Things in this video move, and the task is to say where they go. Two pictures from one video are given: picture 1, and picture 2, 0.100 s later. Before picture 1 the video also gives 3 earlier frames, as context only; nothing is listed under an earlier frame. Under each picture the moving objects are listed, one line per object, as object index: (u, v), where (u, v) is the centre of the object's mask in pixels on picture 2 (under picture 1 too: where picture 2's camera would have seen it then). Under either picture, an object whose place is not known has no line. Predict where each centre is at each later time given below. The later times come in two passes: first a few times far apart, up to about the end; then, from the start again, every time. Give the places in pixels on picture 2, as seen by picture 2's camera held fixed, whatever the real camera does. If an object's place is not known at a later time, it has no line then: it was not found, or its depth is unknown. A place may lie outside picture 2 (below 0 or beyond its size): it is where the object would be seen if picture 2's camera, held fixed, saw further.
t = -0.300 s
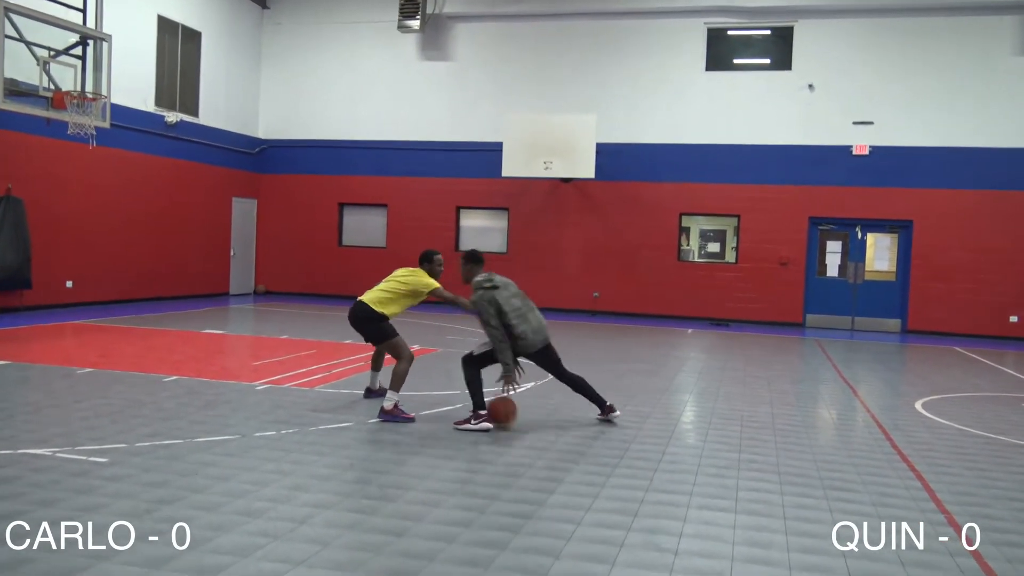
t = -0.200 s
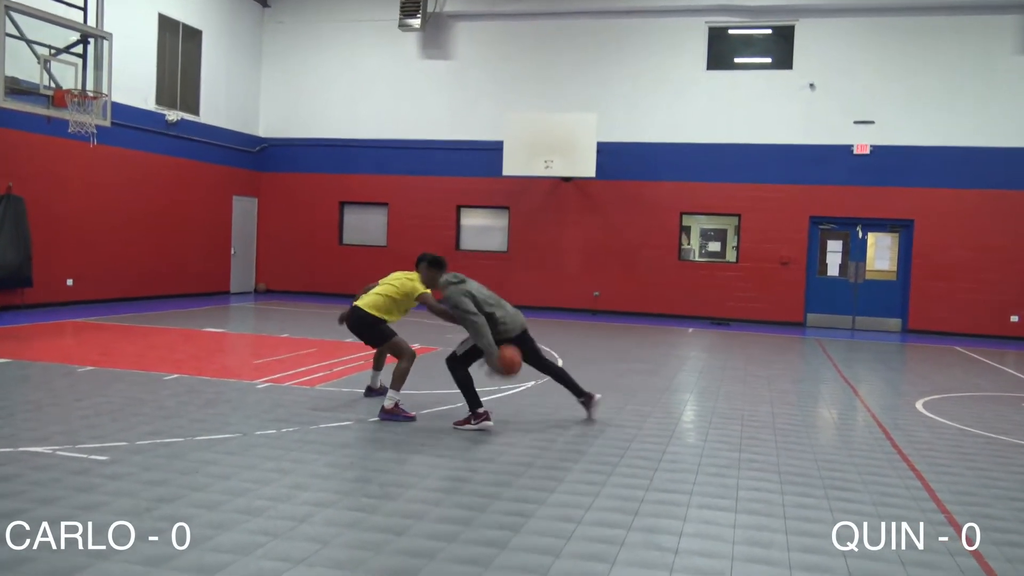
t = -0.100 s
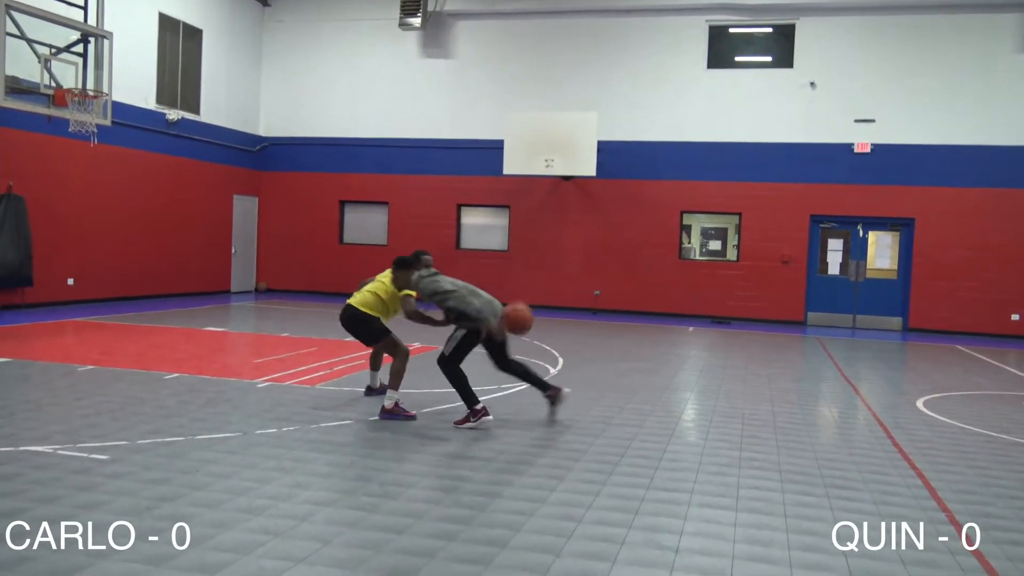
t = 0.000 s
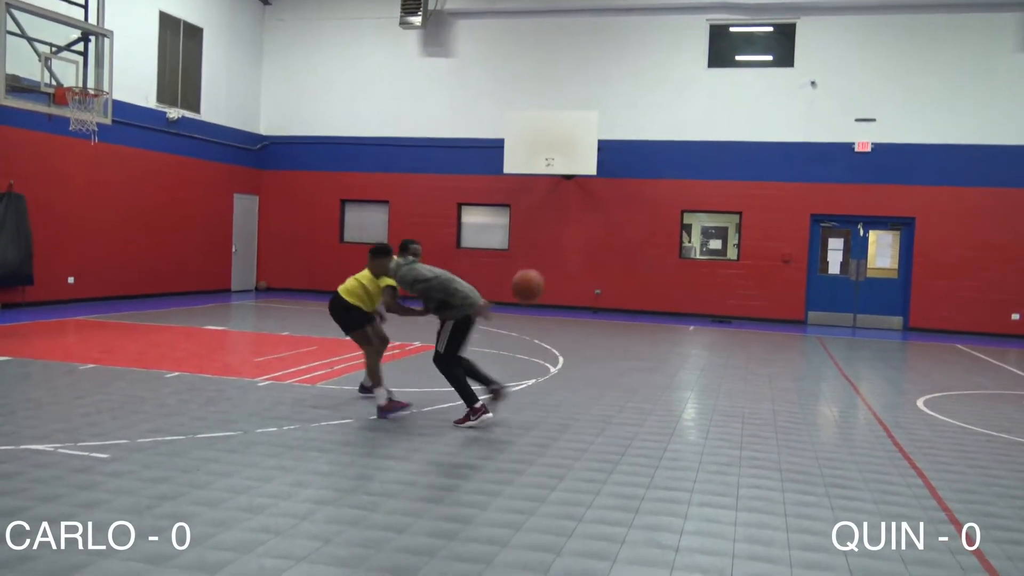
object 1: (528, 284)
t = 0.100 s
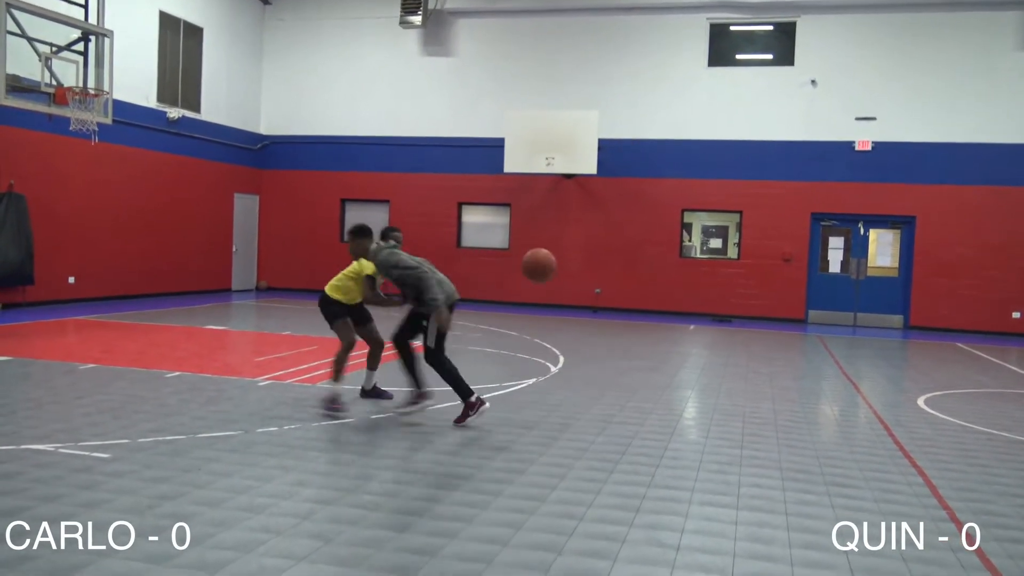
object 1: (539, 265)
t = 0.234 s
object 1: (552, 259)
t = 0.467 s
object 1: (575, 313)
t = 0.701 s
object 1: (597, 455)
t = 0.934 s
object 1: (593, 363)
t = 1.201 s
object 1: (581, 363)
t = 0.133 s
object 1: (542, 261)
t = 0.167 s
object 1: (546, 259)
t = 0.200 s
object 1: (549, 258)
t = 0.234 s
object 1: (552, 259)
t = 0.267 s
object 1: (556, 261)
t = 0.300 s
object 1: (559, 266)
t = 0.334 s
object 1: (562, 271)
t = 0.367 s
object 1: (566, 279)
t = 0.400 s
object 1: (569, 289)
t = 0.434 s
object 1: (573, 299)
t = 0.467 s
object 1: (575, 313)
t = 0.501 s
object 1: (579, 328)
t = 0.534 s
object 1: (582, 345)
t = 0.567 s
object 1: (586, 364)
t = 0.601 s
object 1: (589, 386)
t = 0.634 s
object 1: (592, 409)
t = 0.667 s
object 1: (595, 435)
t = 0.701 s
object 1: (597, 455)
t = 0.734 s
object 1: (597, 438)
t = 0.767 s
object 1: (597, 422)
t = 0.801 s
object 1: (596, 407)
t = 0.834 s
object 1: (596, 394)
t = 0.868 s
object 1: (595, 382)
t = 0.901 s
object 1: (594, 372)
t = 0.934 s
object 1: (593, 363)
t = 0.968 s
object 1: (593, 356)
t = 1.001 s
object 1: (591, 351)
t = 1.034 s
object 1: (590, 348)
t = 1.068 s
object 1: (588, 346)
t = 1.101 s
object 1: (587, 346)
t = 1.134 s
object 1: (585, 349)
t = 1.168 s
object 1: (583, 355)
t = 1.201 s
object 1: (581, 363)
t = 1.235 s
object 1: (579, 373)
